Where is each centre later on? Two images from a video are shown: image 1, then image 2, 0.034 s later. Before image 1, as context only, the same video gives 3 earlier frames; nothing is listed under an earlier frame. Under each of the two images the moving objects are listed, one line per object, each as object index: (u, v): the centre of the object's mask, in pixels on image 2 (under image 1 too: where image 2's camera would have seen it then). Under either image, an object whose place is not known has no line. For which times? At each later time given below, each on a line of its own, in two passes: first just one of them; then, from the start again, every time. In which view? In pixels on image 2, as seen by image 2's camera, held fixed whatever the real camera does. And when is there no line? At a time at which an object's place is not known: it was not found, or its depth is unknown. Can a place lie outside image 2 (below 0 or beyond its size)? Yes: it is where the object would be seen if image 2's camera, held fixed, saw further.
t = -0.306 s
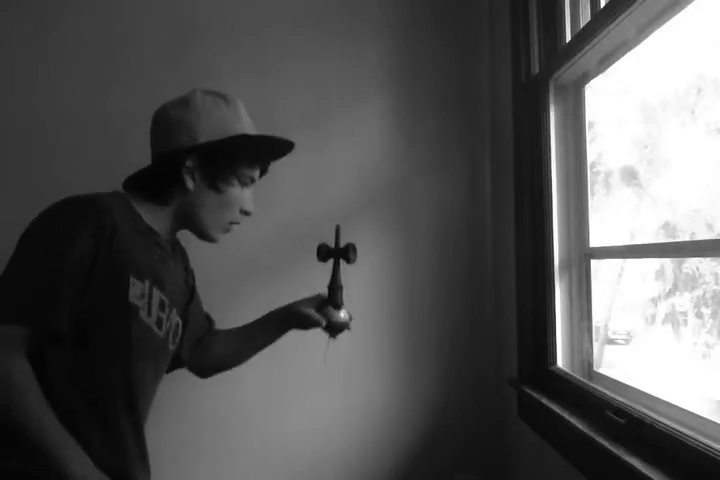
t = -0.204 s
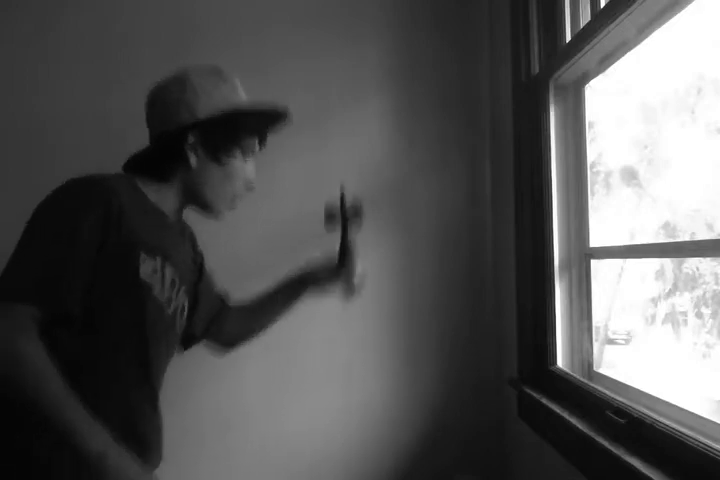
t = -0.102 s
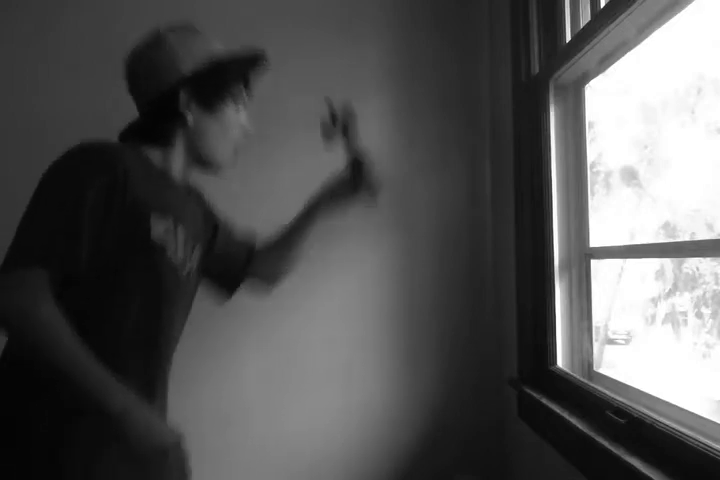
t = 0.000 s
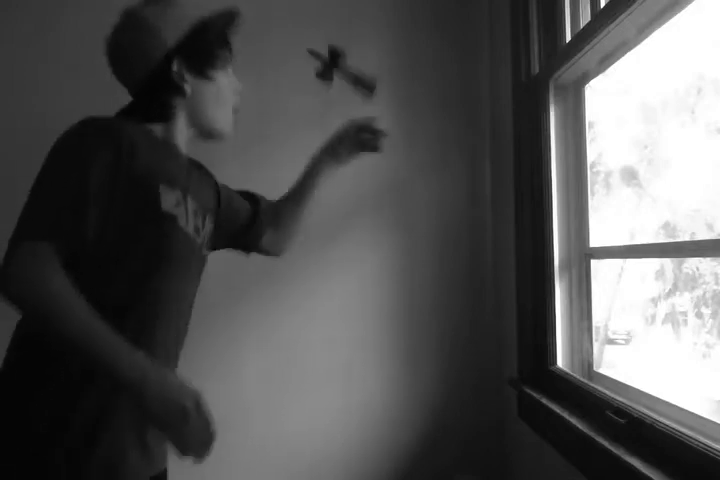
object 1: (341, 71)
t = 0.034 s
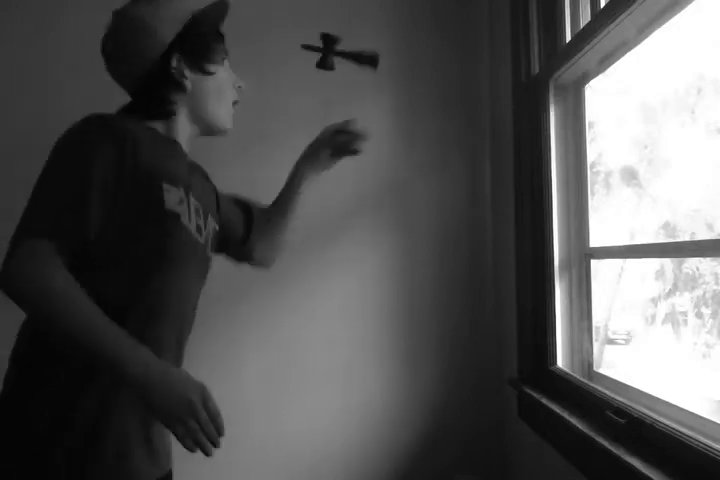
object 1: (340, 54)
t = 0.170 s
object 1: (340, 82)
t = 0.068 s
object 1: (339, 53)
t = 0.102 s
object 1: (338, 58)
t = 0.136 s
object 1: (338, 68)
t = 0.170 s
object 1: (340, 82)
